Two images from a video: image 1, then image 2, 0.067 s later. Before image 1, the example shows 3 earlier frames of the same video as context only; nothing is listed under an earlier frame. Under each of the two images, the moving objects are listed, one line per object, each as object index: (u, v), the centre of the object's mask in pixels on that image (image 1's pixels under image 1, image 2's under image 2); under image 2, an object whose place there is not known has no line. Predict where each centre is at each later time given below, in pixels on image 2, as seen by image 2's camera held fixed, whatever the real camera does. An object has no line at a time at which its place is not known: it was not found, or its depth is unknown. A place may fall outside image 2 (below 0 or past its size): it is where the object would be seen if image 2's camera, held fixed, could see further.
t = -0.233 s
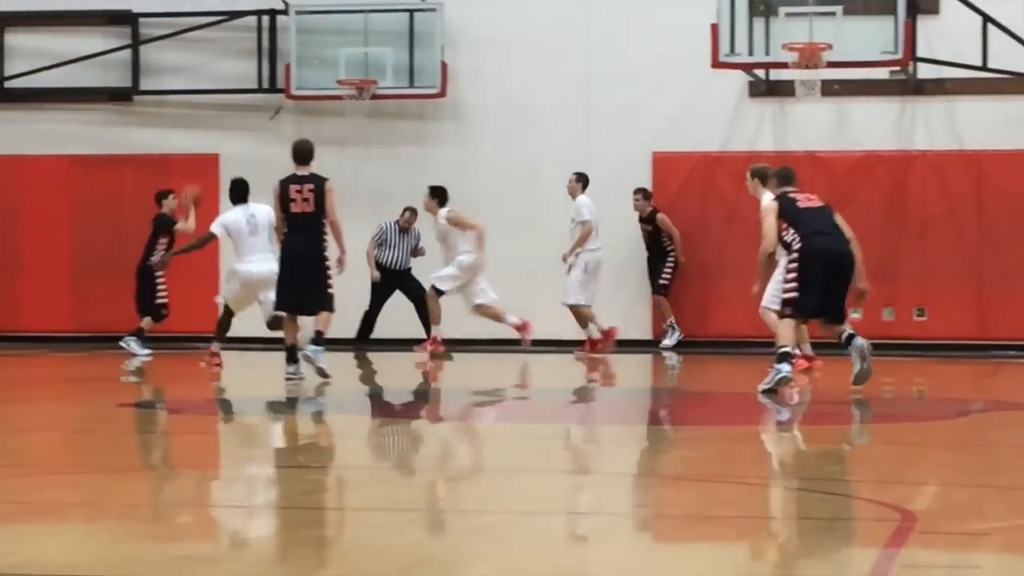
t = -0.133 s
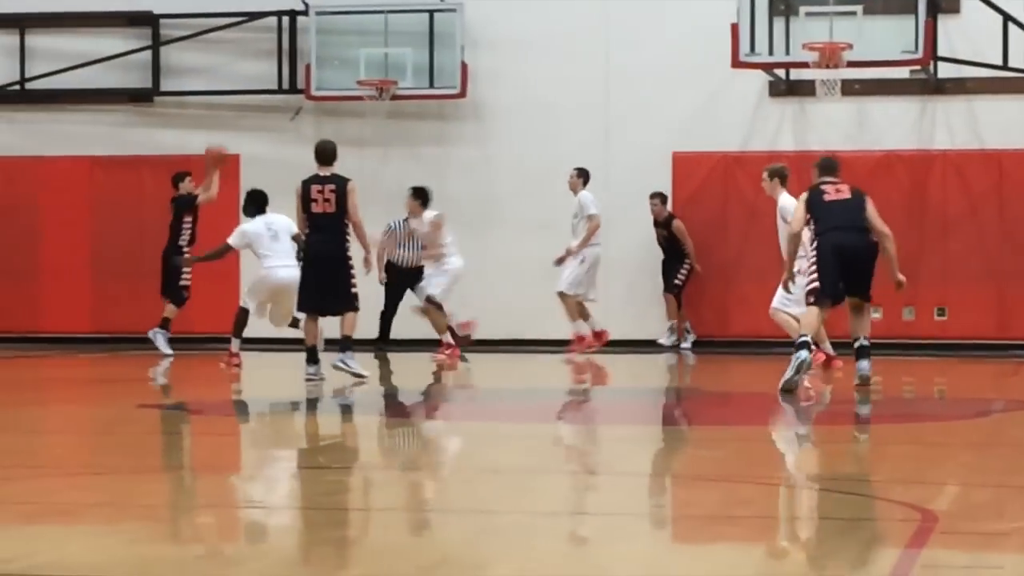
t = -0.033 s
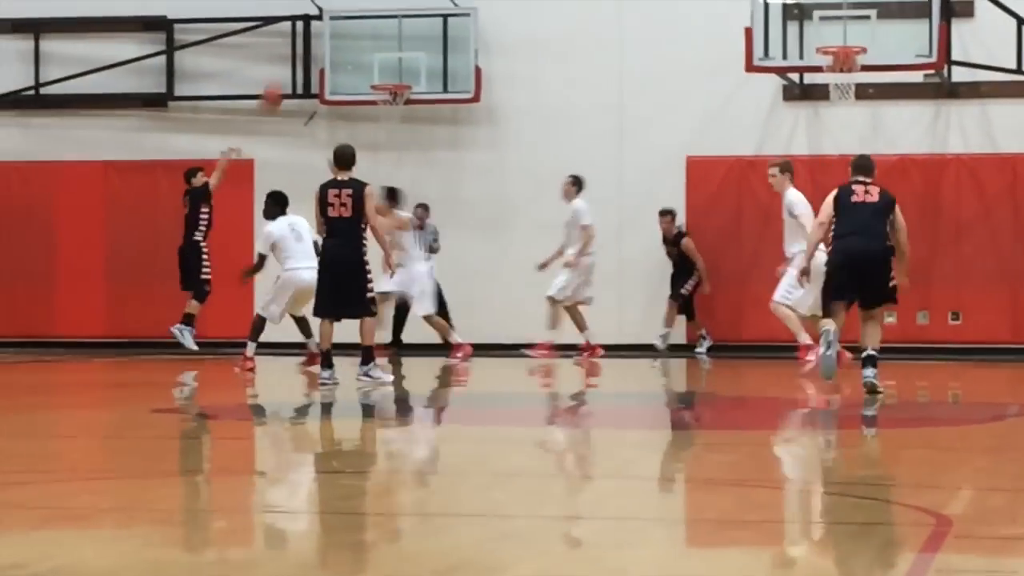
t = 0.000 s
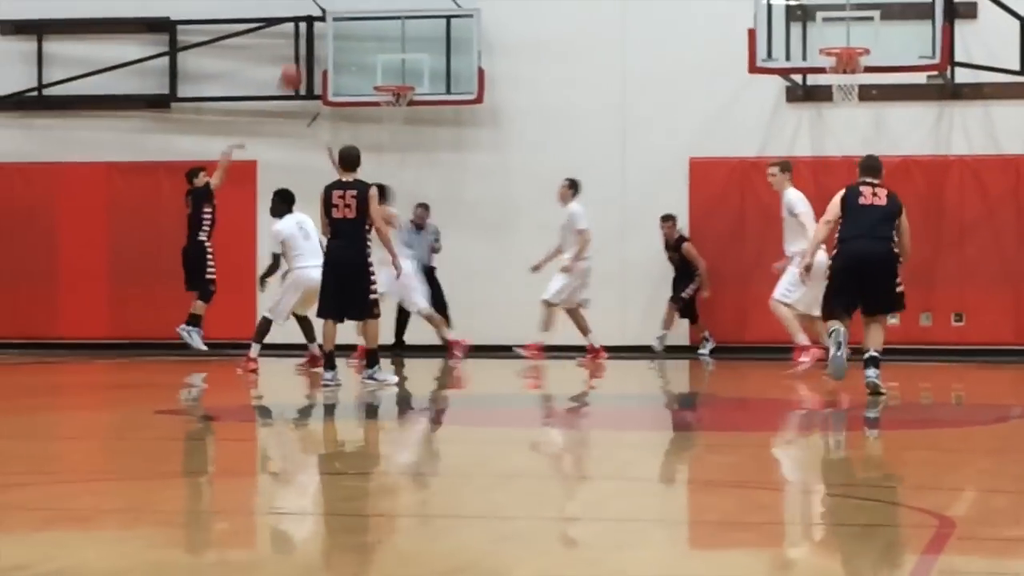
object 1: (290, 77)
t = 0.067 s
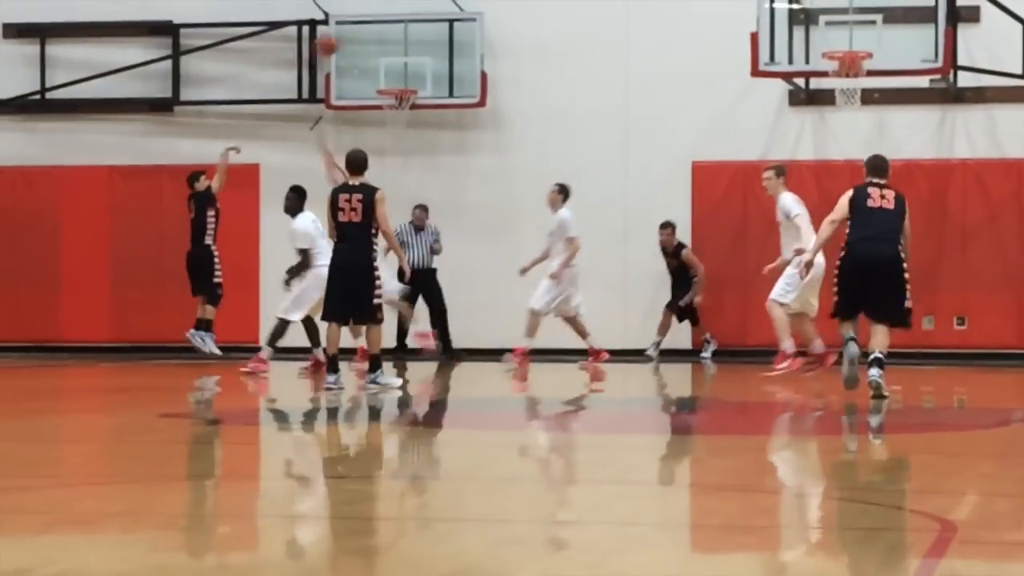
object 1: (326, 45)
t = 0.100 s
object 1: (343, 28)
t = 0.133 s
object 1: (359, 13)
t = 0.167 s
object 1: (376, -3)
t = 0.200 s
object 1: (392, -13)
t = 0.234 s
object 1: (408, -22)
